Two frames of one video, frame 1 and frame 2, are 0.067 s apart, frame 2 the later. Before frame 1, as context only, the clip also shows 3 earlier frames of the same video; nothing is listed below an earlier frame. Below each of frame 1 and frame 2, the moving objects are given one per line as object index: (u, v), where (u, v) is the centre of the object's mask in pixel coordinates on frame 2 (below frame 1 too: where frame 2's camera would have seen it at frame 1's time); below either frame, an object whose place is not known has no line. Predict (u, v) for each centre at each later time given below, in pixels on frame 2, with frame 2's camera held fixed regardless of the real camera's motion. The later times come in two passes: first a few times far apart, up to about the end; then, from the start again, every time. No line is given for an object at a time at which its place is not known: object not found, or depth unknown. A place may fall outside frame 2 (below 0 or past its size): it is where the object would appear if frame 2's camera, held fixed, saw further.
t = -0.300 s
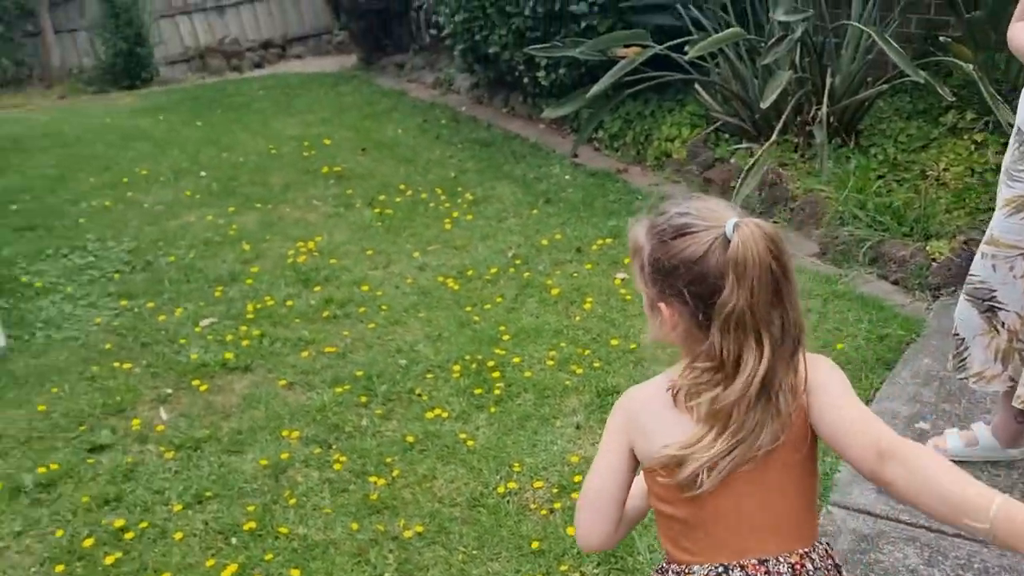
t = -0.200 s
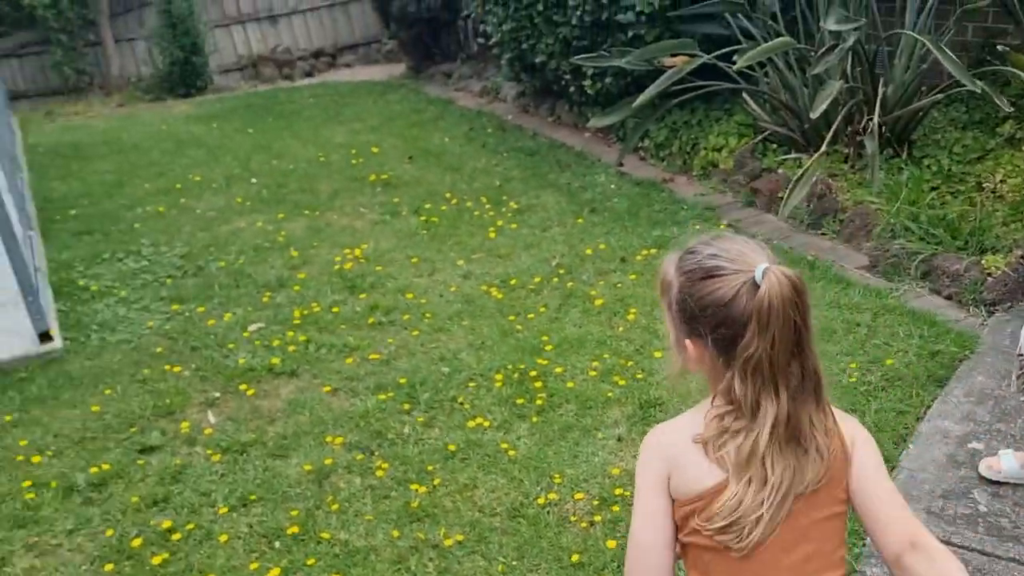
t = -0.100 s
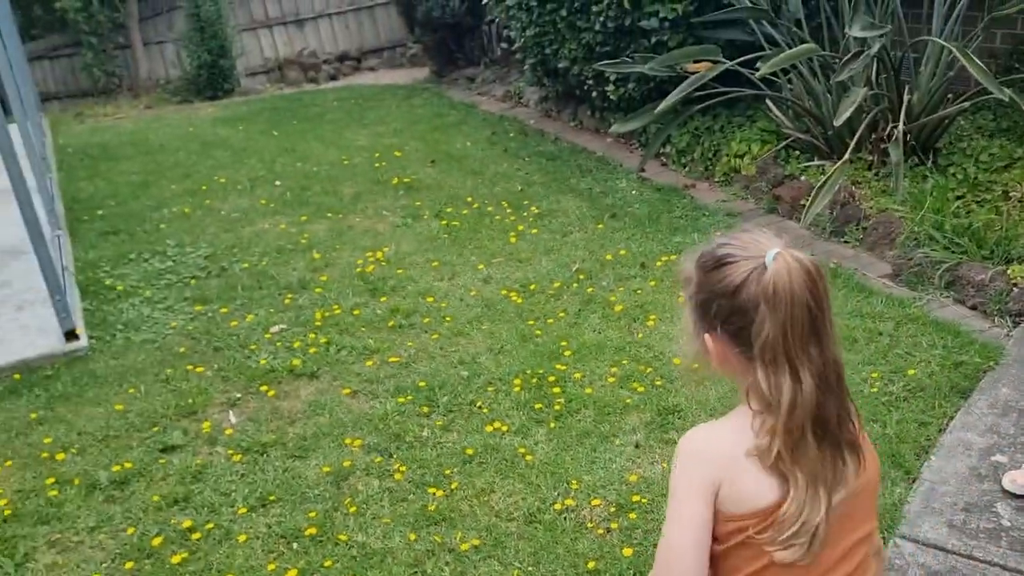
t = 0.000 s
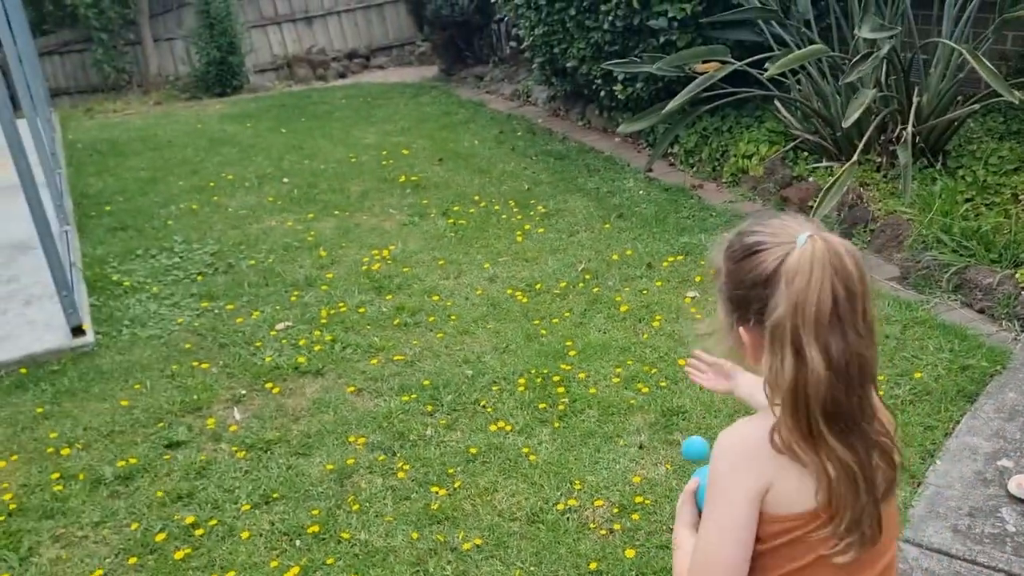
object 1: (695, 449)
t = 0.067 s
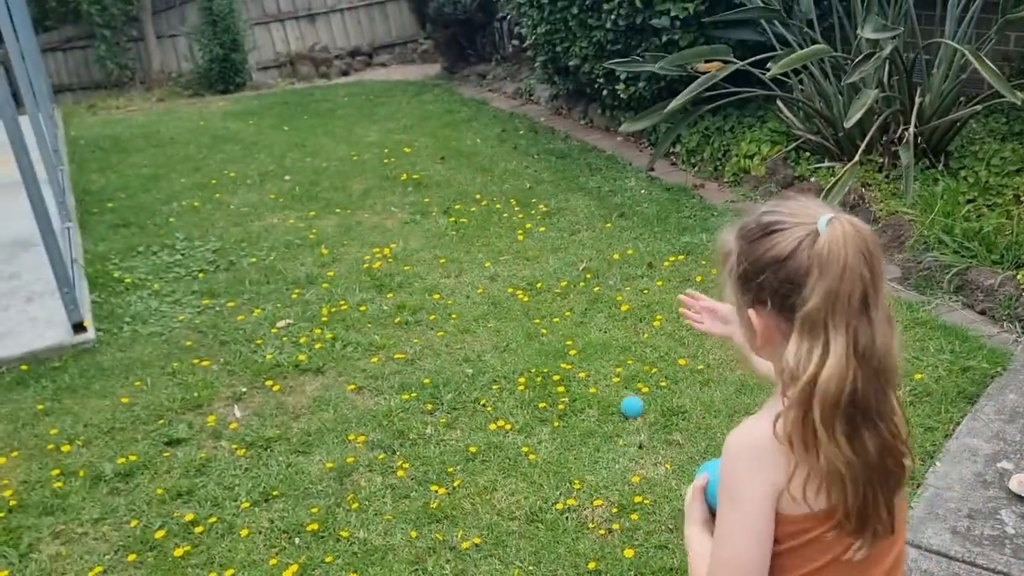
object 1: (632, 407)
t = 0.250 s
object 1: (584, 253)
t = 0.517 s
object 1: (550, 212)
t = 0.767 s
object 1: (537, 166)
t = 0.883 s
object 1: (536, 166)
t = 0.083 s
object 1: (624, 393)
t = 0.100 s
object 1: (619, 374)
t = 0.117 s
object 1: (615, 356)
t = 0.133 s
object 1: (610, 339)
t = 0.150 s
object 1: (606, 323)
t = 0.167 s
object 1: (602, 309)
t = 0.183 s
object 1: (598, 295)
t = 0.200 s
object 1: (594, 283)
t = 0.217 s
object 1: (591, 272)
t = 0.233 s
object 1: (588, 262)
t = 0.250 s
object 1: (584, 253)
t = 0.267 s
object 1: (581, 245)
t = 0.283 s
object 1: (579, 238)
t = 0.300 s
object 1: (575, 231)
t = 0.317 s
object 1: (572, 226)
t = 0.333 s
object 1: (570, 221)
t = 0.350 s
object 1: (568, 217)
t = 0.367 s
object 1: (565, 214)
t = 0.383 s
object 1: (563, 211)
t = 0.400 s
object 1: (561, 210)
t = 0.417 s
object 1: (559, 208)
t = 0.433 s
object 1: (557, 208)
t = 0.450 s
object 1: (556, 208)
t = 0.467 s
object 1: (554, 208)
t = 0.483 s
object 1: (553, 209)
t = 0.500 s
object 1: (551, 210)
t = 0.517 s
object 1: (550, 212)
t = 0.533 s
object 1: (549, 215)
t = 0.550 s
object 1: (548, 218)
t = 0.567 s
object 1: (547, 220)
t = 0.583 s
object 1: (546, 216)
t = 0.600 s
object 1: (545, 209)
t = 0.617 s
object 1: (544, 202)
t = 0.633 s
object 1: (543, 196)
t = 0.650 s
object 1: (542, 190)
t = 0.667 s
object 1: (541, 185)
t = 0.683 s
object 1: (541, 181)
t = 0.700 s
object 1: (539, 177)
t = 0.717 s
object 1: (539, 173)
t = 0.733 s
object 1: (539, 171)
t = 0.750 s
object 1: (538, 168)
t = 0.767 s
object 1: (537, 166)
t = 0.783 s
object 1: (537, 165)
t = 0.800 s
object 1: (537, 165)
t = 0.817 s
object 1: (537, 164)
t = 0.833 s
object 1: (537, 164)
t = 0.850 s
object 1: (536, 165)
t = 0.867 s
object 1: (536, 166)
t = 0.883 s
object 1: (536, 166)
